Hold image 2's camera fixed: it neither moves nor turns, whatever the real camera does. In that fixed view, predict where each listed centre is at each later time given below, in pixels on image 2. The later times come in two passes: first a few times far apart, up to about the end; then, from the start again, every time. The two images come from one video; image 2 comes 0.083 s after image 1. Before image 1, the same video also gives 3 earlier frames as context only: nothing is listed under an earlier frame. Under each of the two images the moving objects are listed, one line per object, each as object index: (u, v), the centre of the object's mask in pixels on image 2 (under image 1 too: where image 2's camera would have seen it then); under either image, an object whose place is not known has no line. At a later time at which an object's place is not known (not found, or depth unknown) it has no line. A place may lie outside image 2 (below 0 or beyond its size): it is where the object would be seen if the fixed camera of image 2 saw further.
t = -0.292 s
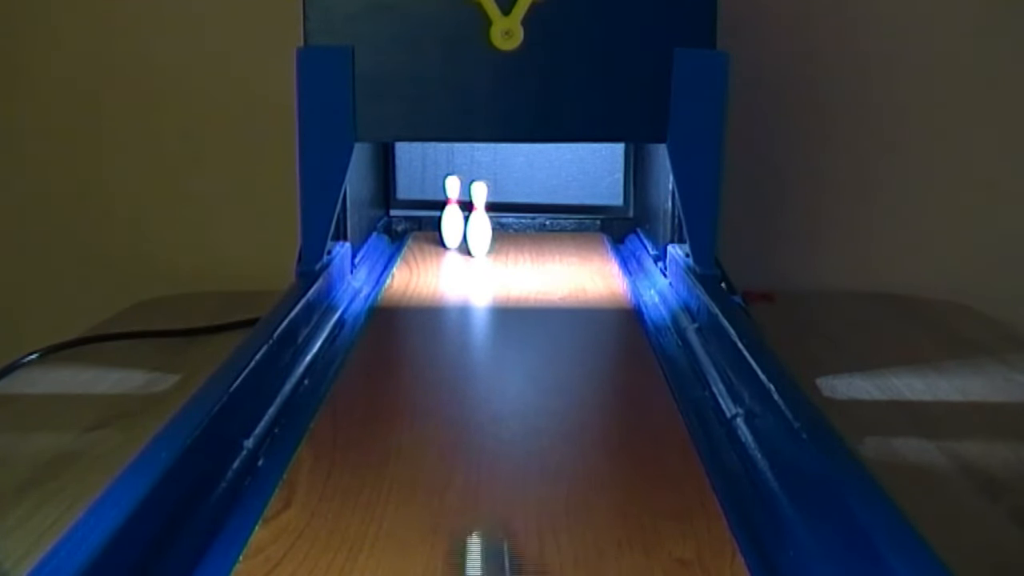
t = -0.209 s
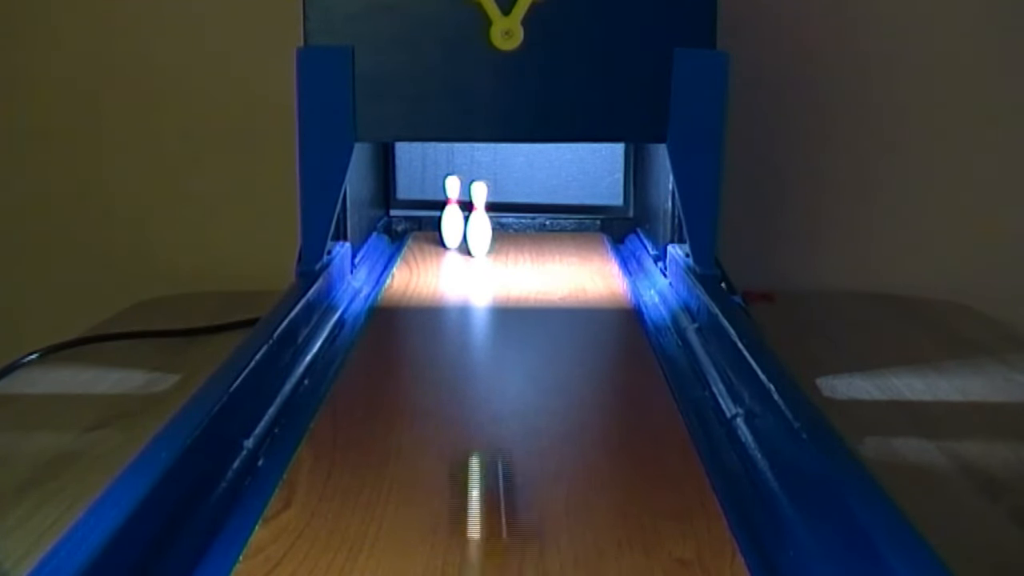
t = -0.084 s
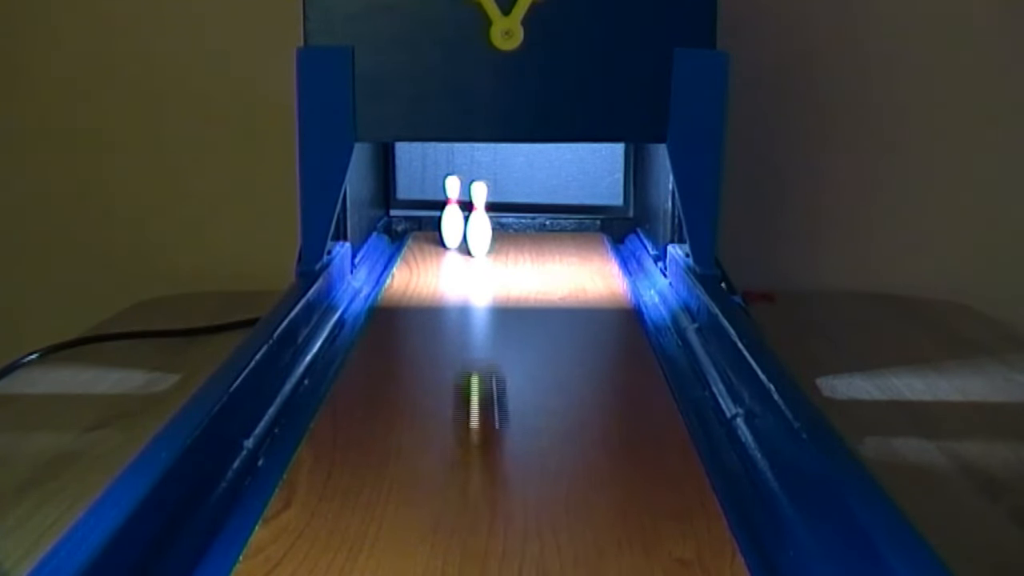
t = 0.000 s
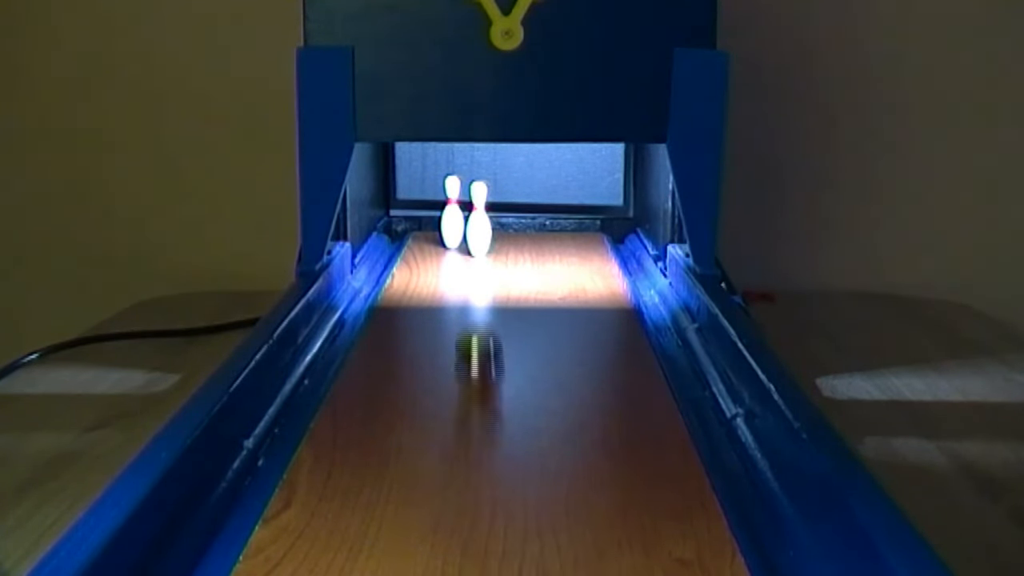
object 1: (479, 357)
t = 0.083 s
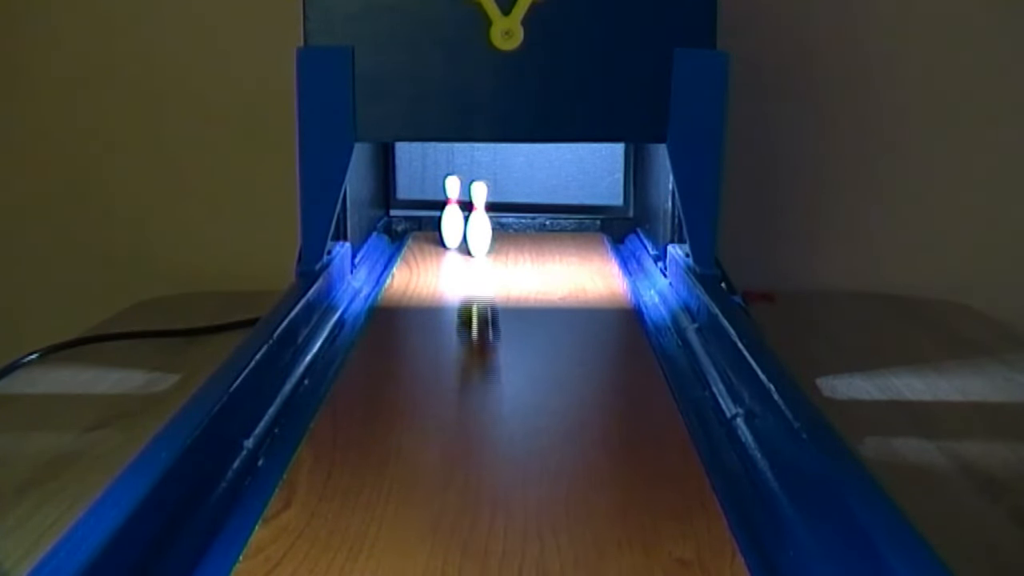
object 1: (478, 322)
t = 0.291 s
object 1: (475, 270)
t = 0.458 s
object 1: (487, 231)
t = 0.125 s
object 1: (477, 308)
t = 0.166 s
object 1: (477, 296)
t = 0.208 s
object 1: (476, 283)
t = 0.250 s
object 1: (475, 277)
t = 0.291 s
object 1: (475, 270)
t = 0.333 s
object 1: (474, 255)
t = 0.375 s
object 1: (477, 242)
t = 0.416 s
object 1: (475, 240)
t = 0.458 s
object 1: (487, 231)
